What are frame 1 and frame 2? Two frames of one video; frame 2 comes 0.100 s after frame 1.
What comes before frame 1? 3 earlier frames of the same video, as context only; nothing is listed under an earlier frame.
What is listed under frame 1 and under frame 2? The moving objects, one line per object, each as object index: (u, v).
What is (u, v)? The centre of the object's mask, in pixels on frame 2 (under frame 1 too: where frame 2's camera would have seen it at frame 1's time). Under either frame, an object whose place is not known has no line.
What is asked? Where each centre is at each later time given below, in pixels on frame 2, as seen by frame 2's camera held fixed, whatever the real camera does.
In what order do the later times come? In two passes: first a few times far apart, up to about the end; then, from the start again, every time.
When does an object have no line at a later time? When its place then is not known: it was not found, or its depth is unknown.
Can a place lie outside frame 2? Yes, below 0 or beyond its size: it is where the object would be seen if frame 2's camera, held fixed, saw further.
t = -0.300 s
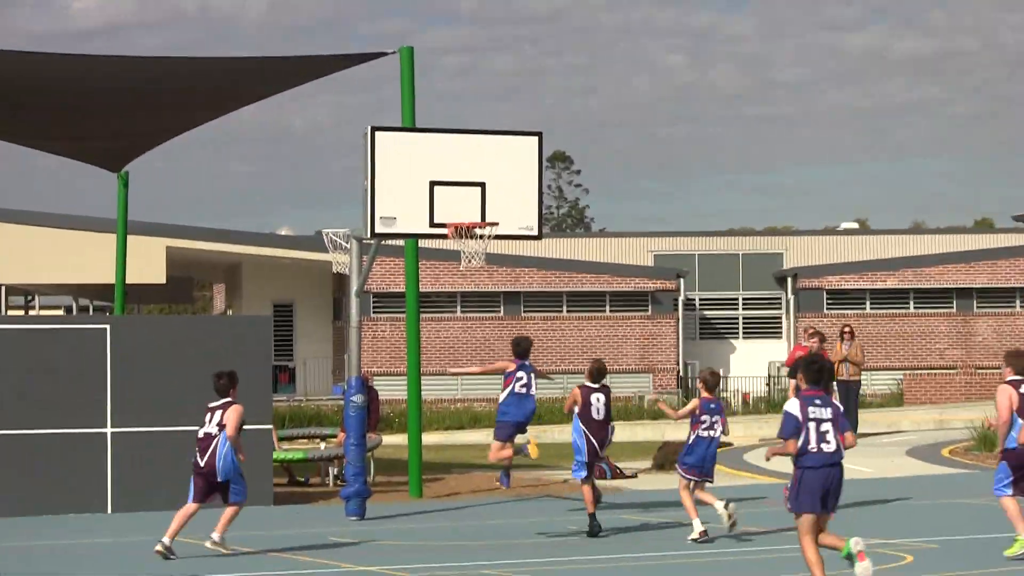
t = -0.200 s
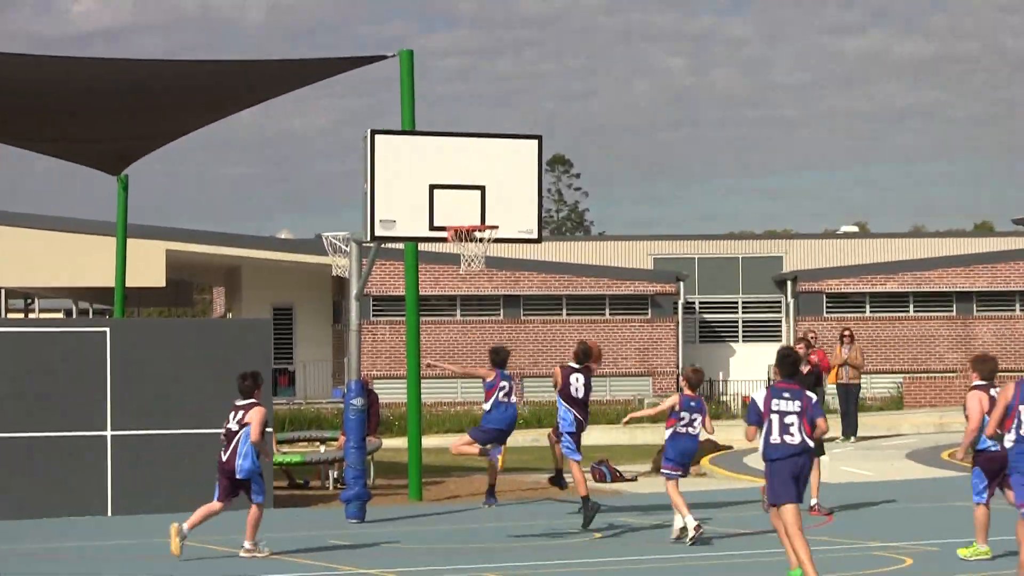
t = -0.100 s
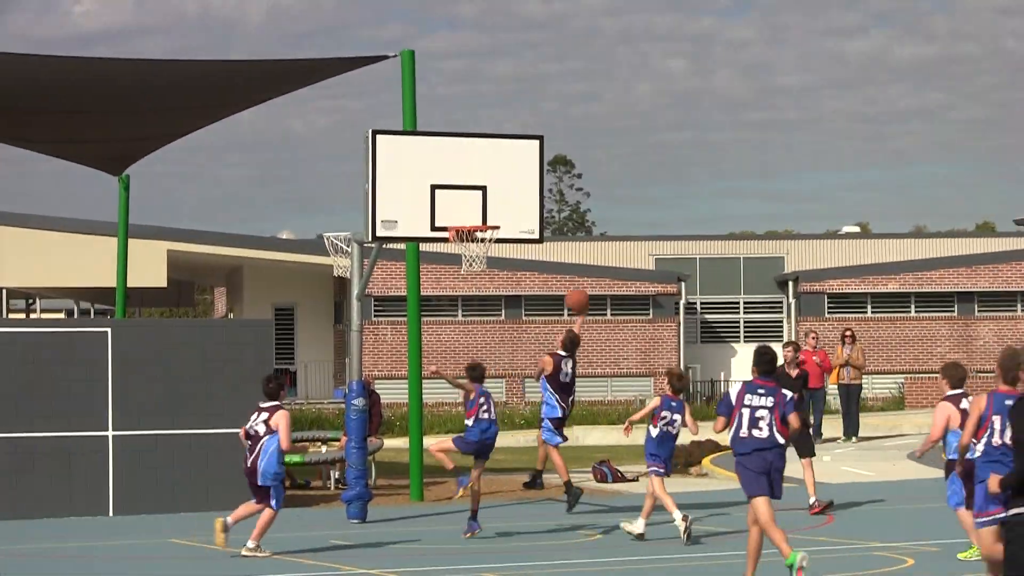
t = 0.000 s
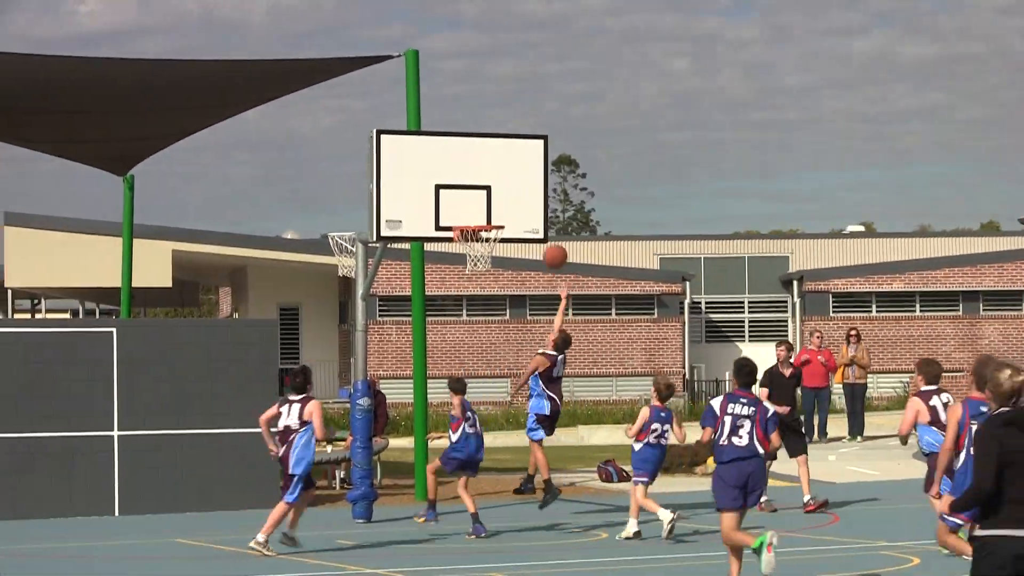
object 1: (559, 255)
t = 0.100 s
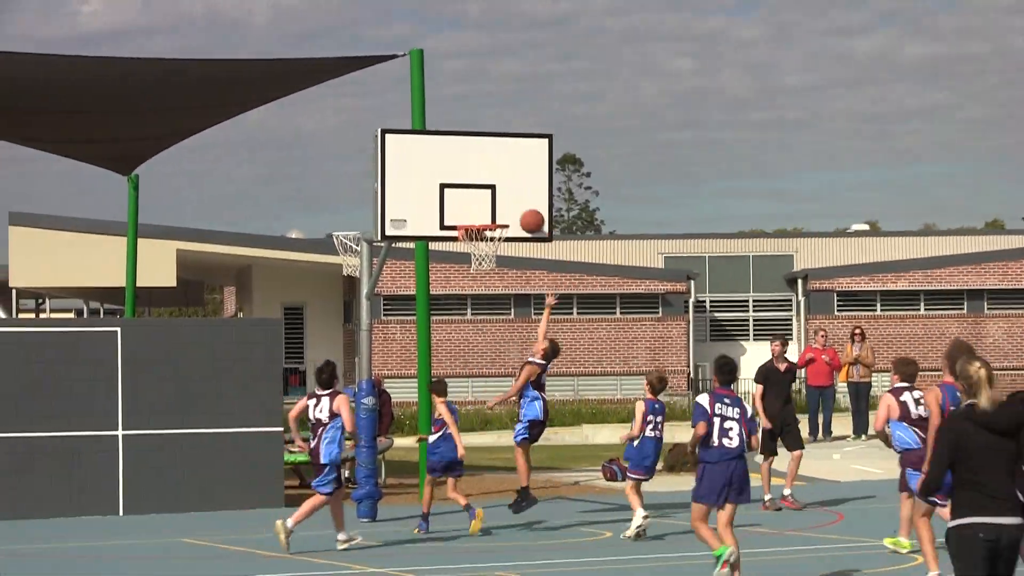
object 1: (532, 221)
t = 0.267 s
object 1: (503, 191)
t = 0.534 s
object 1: (481, 209)
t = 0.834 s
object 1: (481, 208)
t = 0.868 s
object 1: (481, 213)
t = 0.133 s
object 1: (522, 212)
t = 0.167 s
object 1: (513, 204)
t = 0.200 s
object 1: (508, 198)
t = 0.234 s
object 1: (505, 194)
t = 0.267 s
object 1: (503, 191)
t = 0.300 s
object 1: (500, 190)
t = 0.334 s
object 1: (497, 189)
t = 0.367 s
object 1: (495, 190)
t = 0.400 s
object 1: (492, 191)
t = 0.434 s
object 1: (489, 194)
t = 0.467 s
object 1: (486, 197)
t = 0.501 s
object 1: (484, 202)
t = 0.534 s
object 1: (481, 209)
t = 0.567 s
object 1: (480, 211)
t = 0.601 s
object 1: (480, 207)
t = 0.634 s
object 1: (480, 204)
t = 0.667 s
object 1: (480, 202)
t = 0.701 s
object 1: (480, 201)
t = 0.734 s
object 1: (480, 201)
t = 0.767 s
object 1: (480, 202)
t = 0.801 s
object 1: (481, 204)
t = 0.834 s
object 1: (481, 208)
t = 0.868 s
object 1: (481, 213)
